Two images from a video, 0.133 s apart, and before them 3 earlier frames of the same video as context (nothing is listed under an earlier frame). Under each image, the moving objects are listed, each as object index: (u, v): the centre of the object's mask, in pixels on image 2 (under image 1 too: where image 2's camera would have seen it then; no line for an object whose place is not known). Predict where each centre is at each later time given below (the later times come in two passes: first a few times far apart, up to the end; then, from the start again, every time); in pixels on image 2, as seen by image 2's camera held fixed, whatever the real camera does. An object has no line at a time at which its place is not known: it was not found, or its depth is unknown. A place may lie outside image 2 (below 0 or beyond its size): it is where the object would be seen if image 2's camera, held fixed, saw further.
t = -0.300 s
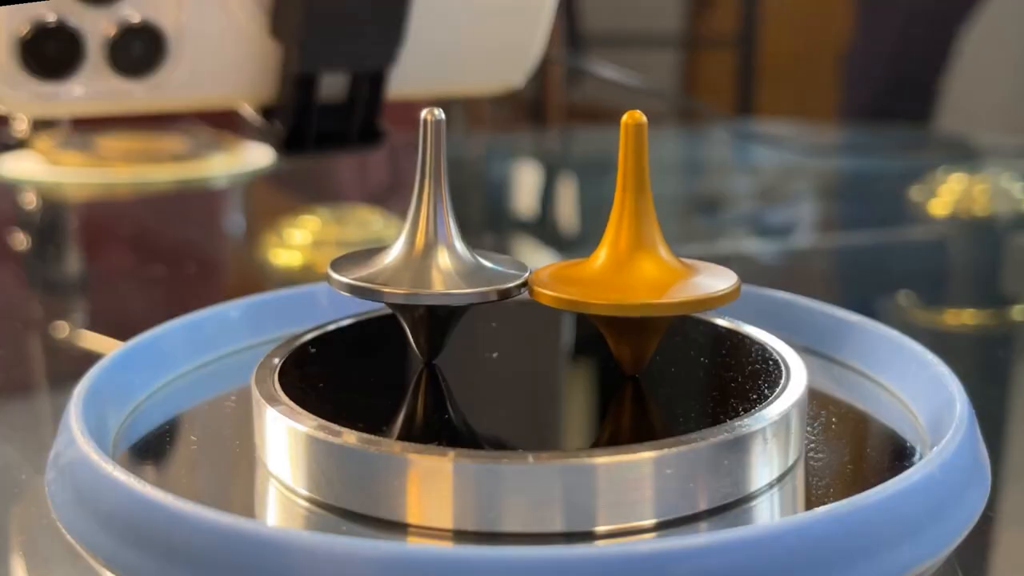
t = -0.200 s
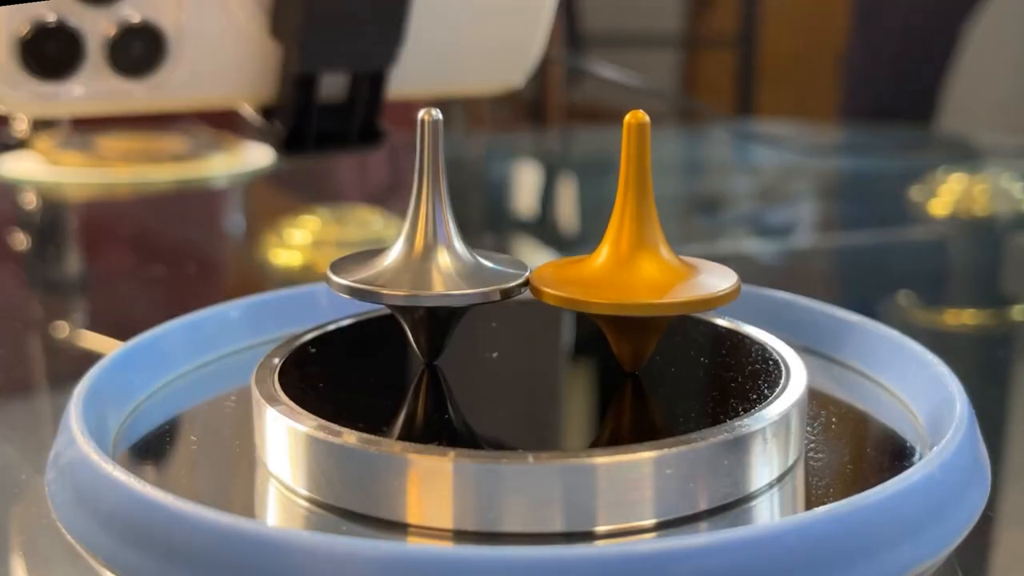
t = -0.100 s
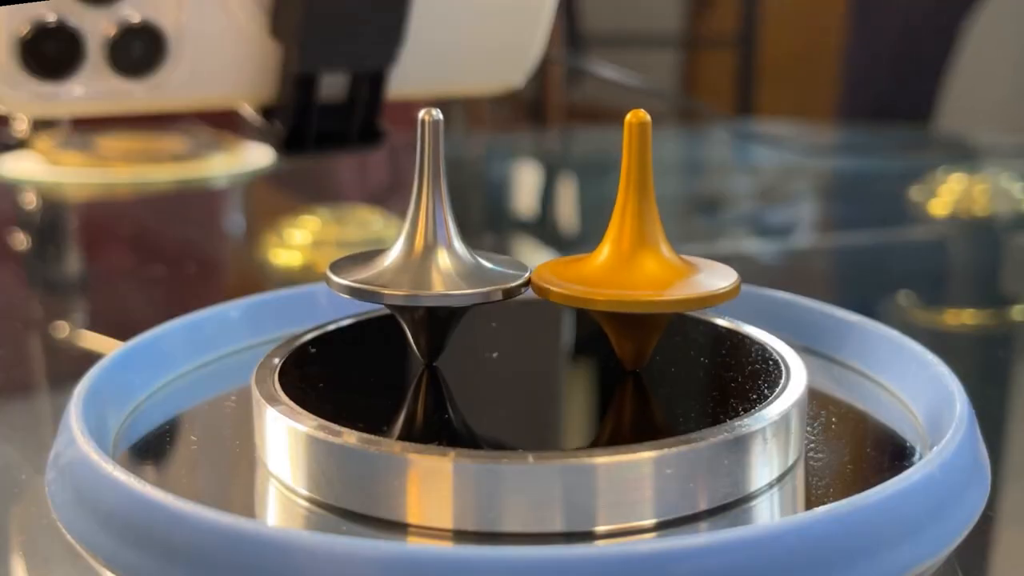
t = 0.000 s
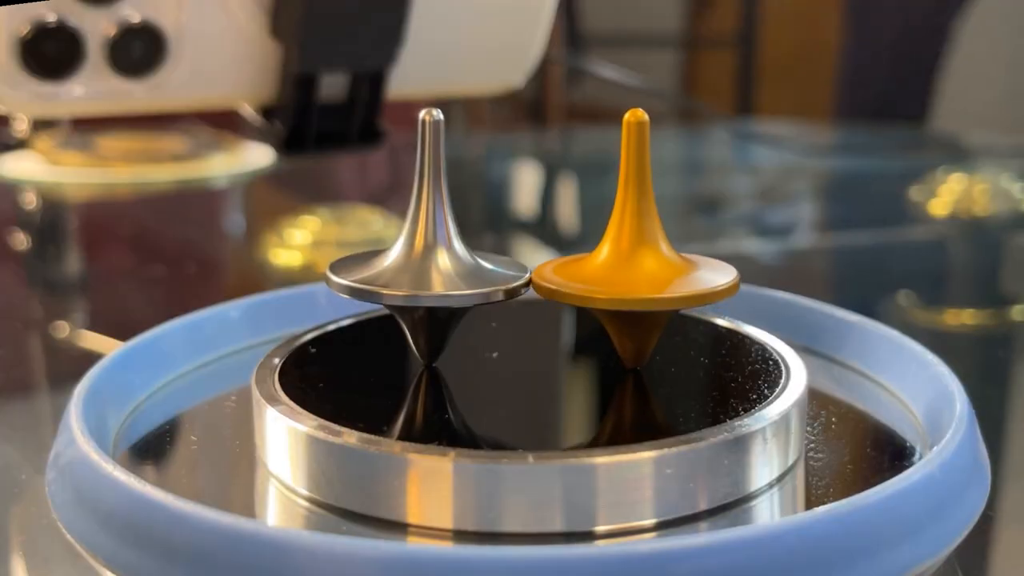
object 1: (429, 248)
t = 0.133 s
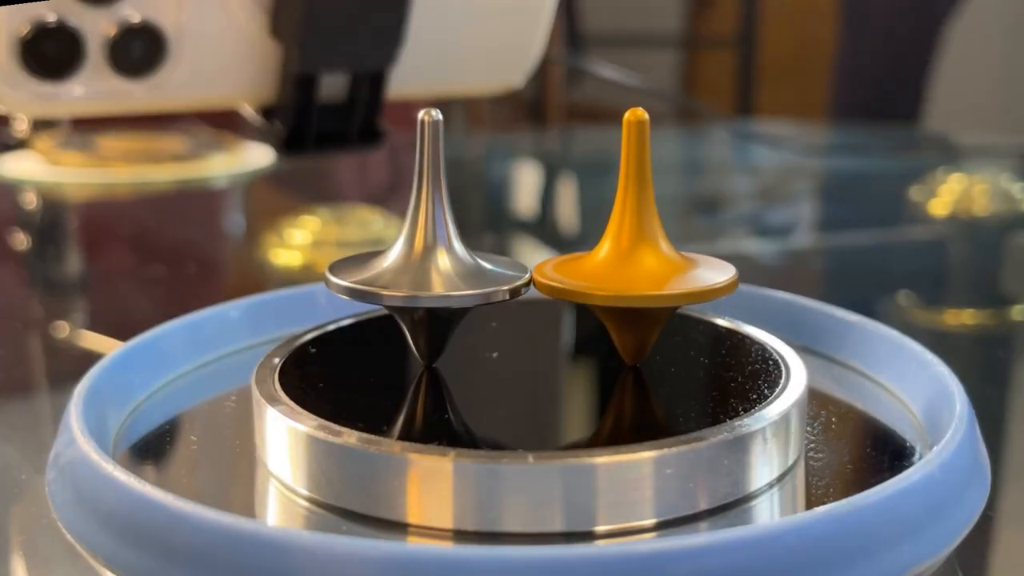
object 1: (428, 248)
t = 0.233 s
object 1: (428, 248)
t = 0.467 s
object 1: (428, 249)
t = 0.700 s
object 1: (428, 251)
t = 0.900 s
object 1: (428, 251)
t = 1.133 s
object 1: (430, 252)
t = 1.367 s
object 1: (432, 253)
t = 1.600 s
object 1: (434, 253)
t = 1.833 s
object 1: (437, 254)
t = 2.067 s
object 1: (441, 255)
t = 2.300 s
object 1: (445, 254)
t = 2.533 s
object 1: (451, 256)
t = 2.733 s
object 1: (456, 256)
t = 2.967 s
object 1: (461, 256)
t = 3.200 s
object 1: (465, 257)
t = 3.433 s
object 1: (468, 257)
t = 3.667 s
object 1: (474, 257)
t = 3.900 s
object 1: (478, 257)
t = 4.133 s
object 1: (484, 257)
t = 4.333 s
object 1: (488, 256)
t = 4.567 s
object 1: (493, 254)
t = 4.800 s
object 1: (498, 254)
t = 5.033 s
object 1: (502, 253)
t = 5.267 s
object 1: (505, 253)
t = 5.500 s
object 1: (508, 253)
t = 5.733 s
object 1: (509, 252)
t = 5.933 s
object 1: (511, 251)
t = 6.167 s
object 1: (512, 251)
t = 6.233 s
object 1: (511, 250)
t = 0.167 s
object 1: (428, 249)
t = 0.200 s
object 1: (428, 249)
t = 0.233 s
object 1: (428, 248)
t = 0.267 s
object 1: (428, 248)
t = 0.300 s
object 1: (428, 249)
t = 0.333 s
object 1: (428, 249)
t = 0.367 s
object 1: (428, 249)
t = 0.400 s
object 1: (428, 249)
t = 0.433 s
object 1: (428, 249)
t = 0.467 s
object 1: (428, 249)
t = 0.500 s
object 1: (428, 249)
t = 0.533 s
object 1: (428, 249)
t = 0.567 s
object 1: (427, 250)
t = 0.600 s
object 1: (428, 250)
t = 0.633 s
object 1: (428, 249)
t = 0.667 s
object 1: (427, 250)
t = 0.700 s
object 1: (428, 251)
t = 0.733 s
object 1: (428, 250)
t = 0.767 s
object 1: (428, 250)
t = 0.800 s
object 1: (428, 251)
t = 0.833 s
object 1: (428, 251)
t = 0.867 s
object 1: (428, 251)
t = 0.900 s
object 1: (428, 251)
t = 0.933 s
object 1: (428, 250)
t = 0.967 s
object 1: (428, 251)
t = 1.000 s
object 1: (429, 252)
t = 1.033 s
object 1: (429, 252)
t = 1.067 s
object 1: (429, 251)
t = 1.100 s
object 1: (429, 251)
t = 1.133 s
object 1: (430, 252)
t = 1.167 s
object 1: (430, 252)
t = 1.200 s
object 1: (431, 252)
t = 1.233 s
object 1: (431, 252)
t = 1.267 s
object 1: (431, 253)
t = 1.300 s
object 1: (432, 253)
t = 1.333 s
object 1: (432, 253)
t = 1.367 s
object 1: (432, 253)
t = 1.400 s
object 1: (432, 252)
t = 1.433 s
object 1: (433, 253)
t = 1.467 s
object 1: (434, 253)
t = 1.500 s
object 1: (434, 253)
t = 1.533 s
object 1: (434, 253)
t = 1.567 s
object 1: (434, 253)
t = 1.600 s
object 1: (434, 253)
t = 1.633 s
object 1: (435, 254)
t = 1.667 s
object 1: (435, 254)
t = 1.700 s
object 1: (436, 253)
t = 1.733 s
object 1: (436, 254)
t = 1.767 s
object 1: (436, 254)
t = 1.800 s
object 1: (437, 254)
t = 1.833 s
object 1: (437, 254)
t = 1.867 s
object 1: (437, 254)
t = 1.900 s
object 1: (438, 254)
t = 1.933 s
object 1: (438, 254)
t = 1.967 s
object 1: (439, 255)
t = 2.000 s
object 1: (440, 254)
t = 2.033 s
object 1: (440, 254)
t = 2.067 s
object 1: (441, 255)
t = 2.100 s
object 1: (441, 256)
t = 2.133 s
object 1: (442, 255)
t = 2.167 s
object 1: (442, 254)
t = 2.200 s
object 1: (443, 255)
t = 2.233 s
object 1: (444, 257)
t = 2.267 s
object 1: (446, 256)
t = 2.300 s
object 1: (445, 254)
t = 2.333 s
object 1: (445, 255)
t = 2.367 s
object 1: (447, 257)
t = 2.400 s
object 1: (449, 256)
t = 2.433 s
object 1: (448, 255)
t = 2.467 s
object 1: (448, 256)
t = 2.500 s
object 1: (450, 256)
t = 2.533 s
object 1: (451, 256)
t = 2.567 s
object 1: (451, 256)
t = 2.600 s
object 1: (452, 256)
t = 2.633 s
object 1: (453, 256)
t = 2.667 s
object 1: (453, 256)
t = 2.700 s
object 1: (454, 257)
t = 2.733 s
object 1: (456, 256)
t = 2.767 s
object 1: (455, 256)
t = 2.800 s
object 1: (457, 257)
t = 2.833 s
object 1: (458, 257)
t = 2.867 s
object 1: (459, 256)
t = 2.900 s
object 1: (459, 257)
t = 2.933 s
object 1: (461, 257)
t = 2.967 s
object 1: (461, 256)
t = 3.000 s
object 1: (461, 257)
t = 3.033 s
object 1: (463, 257)
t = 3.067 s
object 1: (463, 257)
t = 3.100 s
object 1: (463, 257)
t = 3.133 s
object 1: (464, 258)
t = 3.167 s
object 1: (465, 257)
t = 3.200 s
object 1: (465, 257)
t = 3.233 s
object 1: (465, 257)
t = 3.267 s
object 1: (466, 257)
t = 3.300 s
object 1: (467, 257)
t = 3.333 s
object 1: (467, 258)
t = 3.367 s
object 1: (469, 258)
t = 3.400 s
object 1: (469, 256)
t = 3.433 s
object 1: (468, 257)
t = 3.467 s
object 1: (470, 258)
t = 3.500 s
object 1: (472, 259)
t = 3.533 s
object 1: (471, 257)
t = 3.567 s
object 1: (471, 257)
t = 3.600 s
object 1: (472, 259)
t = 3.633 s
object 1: (474, 258)
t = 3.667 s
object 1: (474, 257)
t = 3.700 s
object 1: (474, 258)
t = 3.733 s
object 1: (475, 258)
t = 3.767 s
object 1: (475, 257)
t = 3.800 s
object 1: (477, 258)
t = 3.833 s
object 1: (477, 257)
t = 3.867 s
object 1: (477, 257)
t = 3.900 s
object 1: (478, 257)
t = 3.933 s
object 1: (479, 257)
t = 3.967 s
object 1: (479, 257)
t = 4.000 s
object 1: (480, 257)
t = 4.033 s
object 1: (481, 257)
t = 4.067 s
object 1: (481, 256)
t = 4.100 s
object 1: (482, 257)
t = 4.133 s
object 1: (484, 257)
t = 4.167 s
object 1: (484, 256)
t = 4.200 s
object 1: (484, 257)
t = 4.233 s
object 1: (486, 257)
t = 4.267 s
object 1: (486, 256)
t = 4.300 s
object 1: (487, 257)
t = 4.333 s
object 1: (488, 256)
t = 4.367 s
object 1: (488, 256)
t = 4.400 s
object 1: (488, 256)
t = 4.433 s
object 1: (490, 257)
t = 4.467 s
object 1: (490, 256)
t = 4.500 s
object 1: (491, 256)
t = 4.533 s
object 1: (493, 256)
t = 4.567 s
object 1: (493, 254)
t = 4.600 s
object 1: (493, 256)
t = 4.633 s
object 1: (494, 256)
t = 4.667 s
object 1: (496, 255)
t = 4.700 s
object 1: (496, 254)
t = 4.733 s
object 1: (496, 256)
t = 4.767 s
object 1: (498, 255)
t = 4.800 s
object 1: (498, 254)
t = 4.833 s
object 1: (499, 255)
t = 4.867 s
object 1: (500, 255)
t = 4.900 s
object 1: (500, 254)
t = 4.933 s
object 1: (499, 254)
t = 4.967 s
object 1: (501, 256)
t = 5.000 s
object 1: (502, 254)
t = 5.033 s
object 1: (502, 253)
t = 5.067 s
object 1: (502, 254)
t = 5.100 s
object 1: (503, 255)
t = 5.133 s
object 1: (504, 254)
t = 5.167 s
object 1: (504, 253)
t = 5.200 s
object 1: (505, 254)
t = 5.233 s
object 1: (505, 254)
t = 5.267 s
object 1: (505, 253)
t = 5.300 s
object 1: (506, 253)
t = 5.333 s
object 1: (506, 253)
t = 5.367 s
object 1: (506, 253)
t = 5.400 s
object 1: (506, 253)
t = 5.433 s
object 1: (507, 253)
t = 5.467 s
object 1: (507, 253)
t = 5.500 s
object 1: (508, 253)
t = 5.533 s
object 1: (507, 253)
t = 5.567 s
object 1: (507, 253)
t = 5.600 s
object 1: (508, 253)
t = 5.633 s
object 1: (509, 252)
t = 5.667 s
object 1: (508, 252)
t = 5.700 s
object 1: (509, 253)
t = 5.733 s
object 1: (509, 252)
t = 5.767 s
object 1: (509, 251)
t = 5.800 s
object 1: (509, 252)
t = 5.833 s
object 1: (510, 252)
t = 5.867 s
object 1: (510, 252)
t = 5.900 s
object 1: (511, 252)
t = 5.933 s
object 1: (511, 251)
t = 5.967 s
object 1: (510, 252)
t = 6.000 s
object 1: (510, 252)
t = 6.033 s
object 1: (511, 251)
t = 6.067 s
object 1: (511, 250)
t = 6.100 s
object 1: (510, 250)
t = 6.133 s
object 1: (511, 251)
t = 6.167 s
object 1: (512, 251)
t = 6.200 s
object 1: (512, 250)
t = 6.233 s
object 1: (511, 250)
